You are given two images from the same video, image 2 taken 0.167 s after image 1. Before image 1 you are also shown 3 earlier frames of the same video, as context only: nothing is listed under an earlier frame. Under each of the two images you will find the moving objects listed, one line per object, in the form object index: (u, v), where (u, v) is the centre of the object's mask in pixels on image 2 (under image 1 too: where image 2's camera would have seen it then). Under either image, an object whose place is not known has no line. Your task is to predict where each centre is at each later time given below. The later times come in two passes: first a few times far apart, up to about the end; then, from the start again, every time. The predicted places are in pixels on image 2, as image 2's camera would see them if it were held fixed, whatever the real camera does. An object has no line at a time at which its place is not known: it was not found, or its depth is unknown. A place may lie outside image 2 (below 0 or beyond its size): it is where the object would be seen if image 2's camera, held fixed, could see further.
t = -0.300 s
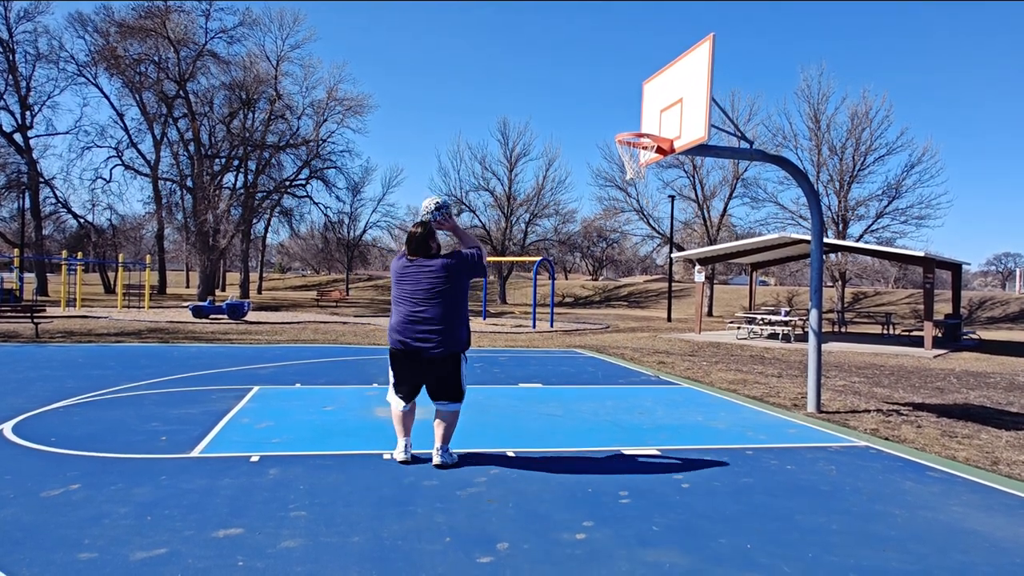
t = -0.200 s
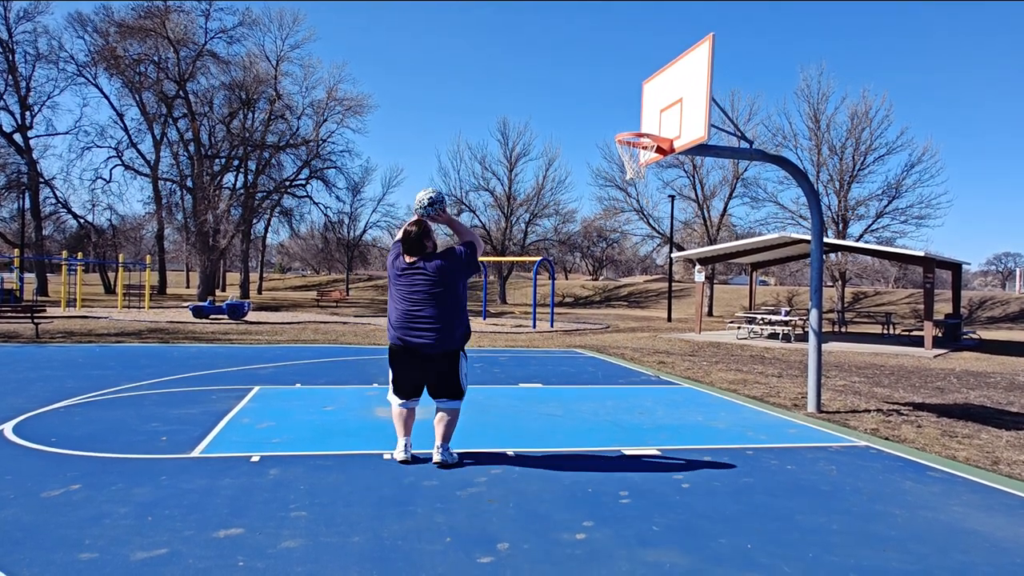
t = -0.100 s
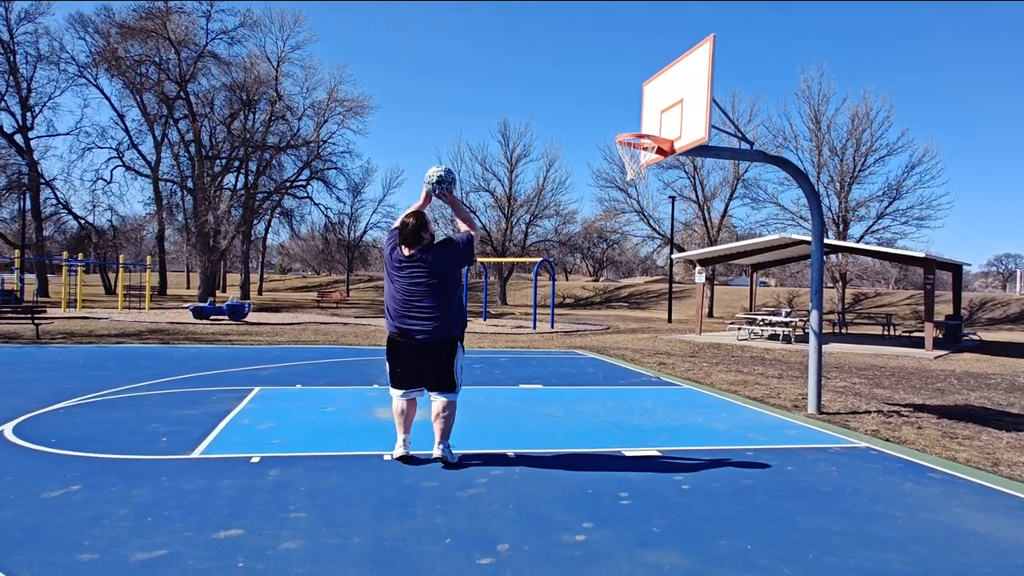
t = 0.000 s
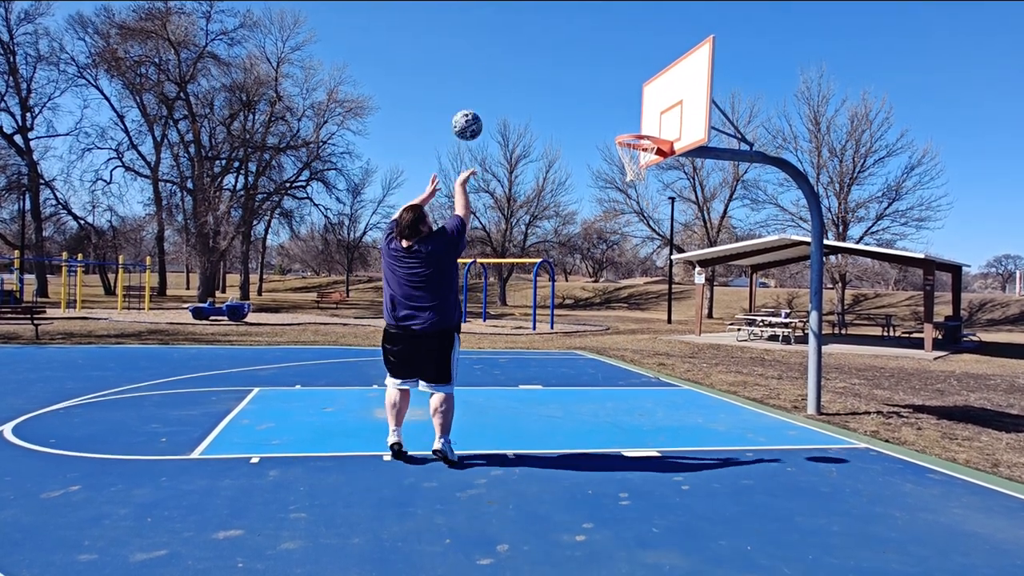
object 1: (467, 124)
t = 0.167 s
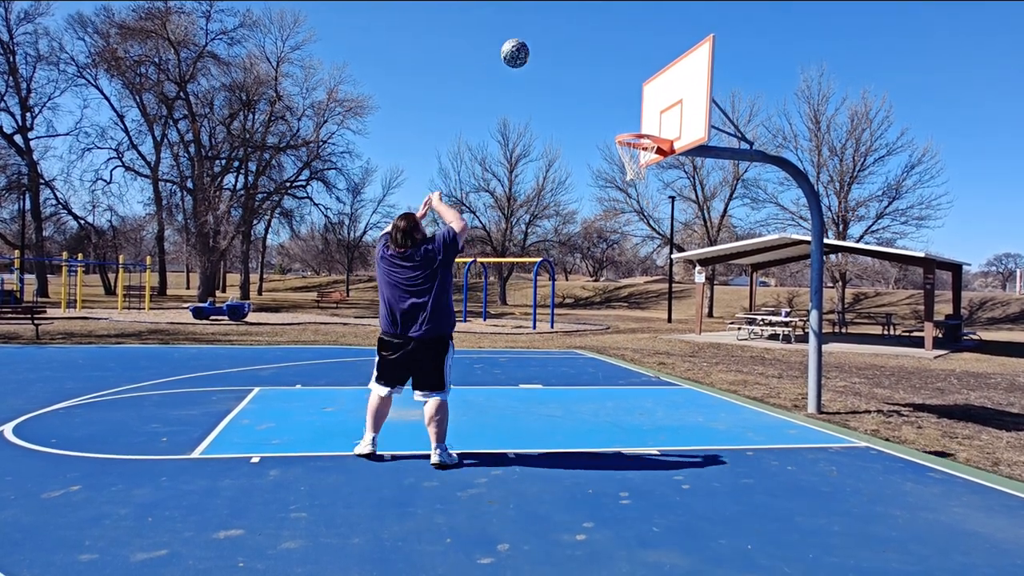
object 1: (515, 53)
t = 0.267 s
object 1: (540, 30)
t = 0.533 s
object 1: (596, 22)
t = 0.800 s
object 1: (639, 81)
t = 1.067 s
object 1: (654, 104)
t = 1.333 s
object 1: (641, 93)
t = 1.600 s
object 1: (629, 125)
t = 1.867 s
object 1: (639, 104)
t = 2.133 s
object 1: (635, 126)
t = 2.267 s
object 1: (624, 156)
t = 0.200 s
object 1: (524, 44)
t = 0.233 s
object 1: (532, 36)
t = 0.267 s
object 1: (540, 30)
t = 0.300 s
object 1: (548, 25)
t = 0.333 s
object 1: (556, 21)
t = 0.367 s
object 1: (563, 18)
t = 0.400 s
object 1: (570, 17)
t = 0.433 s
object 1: (577, 17)
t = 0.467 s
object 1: (583, 17)
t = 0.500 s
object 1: (590, 19)
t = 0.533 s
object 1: (596, 22)
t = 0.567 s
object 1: (601, 26)
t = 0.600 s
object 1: (608, 31)
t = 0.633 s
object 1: (613, 38)
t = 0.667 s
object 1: (619, 44)
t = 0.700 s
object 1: (624, 53)
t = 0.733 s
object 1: (630, 61)
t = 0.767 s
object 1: (634, 71)
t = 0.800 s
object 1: (639, 81)
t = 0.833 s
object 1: (644, 92)
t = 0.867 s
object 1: (649, 104)
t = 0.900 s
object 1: (653, 116)
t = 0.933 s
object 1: (658, 127)
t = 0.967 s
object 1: (660, 123)
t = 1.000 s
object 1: (657, 116)
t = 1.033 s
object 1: (656, 109)
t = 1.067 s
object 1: (654, 104)
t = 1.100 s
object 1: (653, 100)
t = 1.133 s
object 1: (651, 96)
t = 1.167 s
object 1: (649, 93)
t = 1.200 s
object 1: (647, 91)
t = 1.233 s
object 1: (645, 90)
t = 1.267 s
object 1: (644, 90)
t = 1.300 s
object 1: (642, 92)
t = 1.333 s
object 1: (641, 93)
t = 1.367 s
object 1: (639, 96)
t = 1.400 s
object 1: (637, 100)
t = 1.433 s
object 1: (635, 105)
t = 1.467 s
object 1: (633, 111)
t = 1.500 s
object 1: (631, 118)
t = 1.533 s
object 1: (629, 124)
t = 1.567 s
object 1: (628, 128)
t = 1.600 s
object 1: (629, 125)
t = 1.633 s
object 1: (630, 120)
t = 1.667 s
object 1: (632, 115)
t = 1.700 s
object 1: (633, 111)
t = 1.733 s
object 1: (634, 108)
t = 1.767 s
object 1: (635, 105)
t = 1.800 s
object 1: (636, 104)
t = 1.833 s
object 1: (638, 104)
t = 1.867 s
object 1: (639, 104)
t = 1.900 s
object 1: (640, 105)
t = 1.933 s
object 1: (641, 108)
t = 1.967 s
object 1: (642, 111)
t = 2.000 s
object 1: (643, 115)
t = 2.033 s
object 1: (641, 118)
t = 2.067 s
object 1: (639, 120)
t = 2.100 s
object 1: (637, 123)
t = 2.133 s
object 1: (635, 126)
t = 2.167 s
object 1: (633, 129)
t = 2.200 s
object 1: (631, 131)
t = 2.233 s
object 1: (628, 151)
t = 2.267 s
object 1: (624, 156)
